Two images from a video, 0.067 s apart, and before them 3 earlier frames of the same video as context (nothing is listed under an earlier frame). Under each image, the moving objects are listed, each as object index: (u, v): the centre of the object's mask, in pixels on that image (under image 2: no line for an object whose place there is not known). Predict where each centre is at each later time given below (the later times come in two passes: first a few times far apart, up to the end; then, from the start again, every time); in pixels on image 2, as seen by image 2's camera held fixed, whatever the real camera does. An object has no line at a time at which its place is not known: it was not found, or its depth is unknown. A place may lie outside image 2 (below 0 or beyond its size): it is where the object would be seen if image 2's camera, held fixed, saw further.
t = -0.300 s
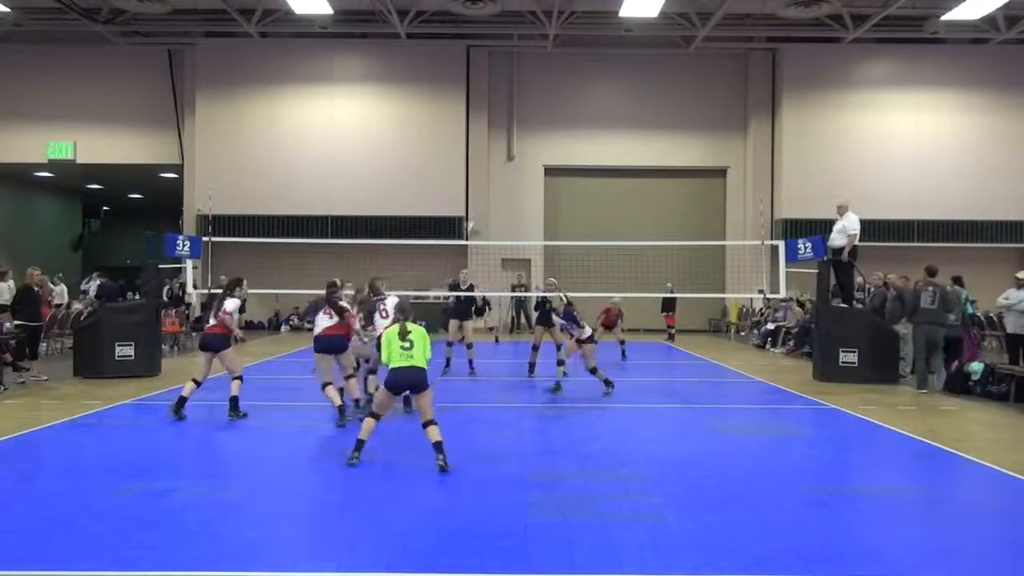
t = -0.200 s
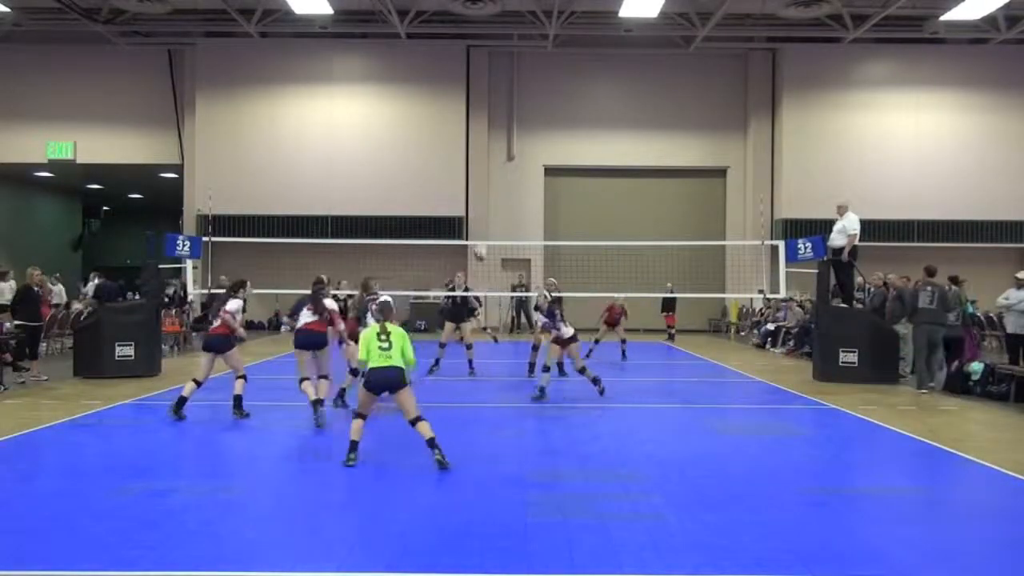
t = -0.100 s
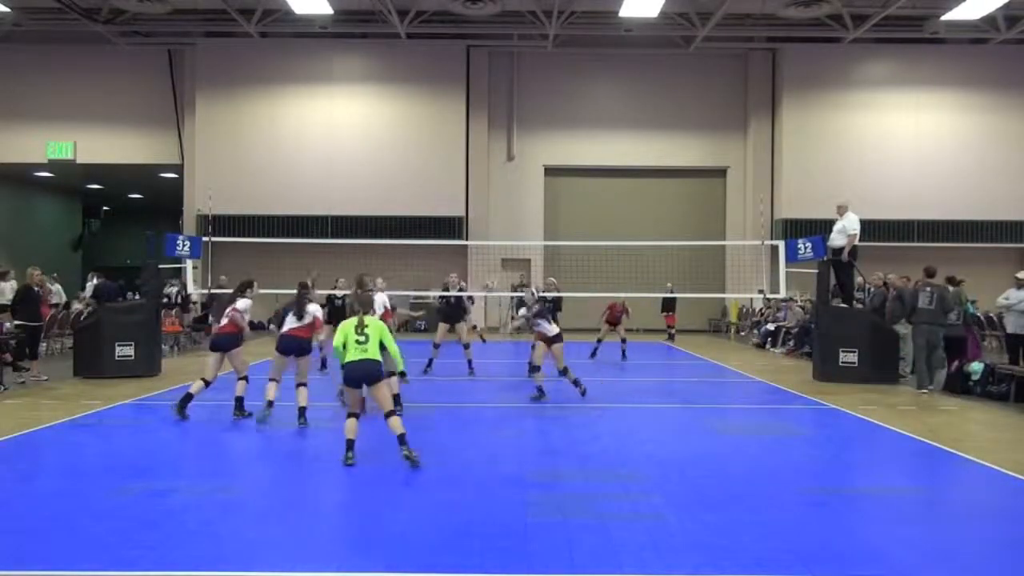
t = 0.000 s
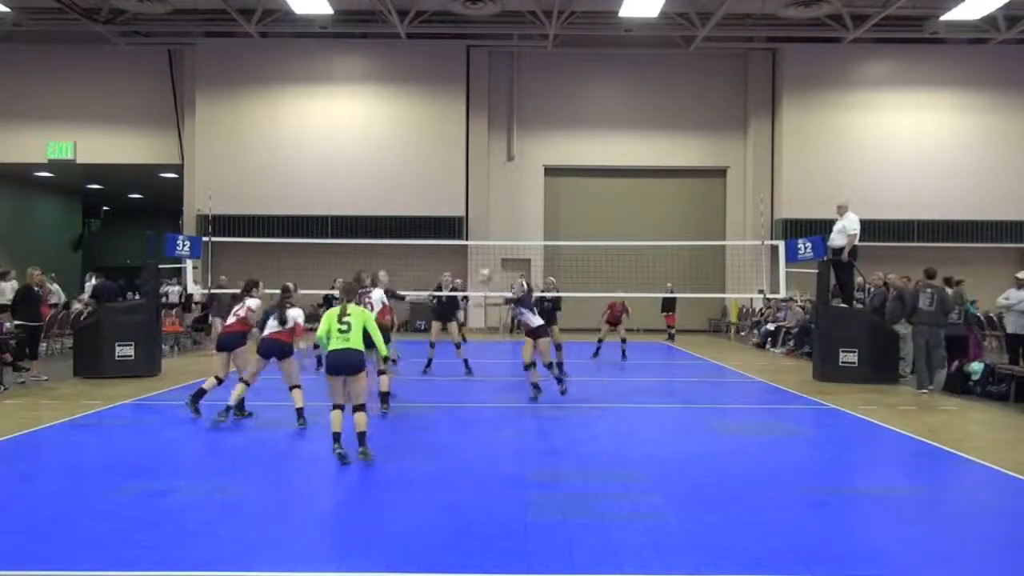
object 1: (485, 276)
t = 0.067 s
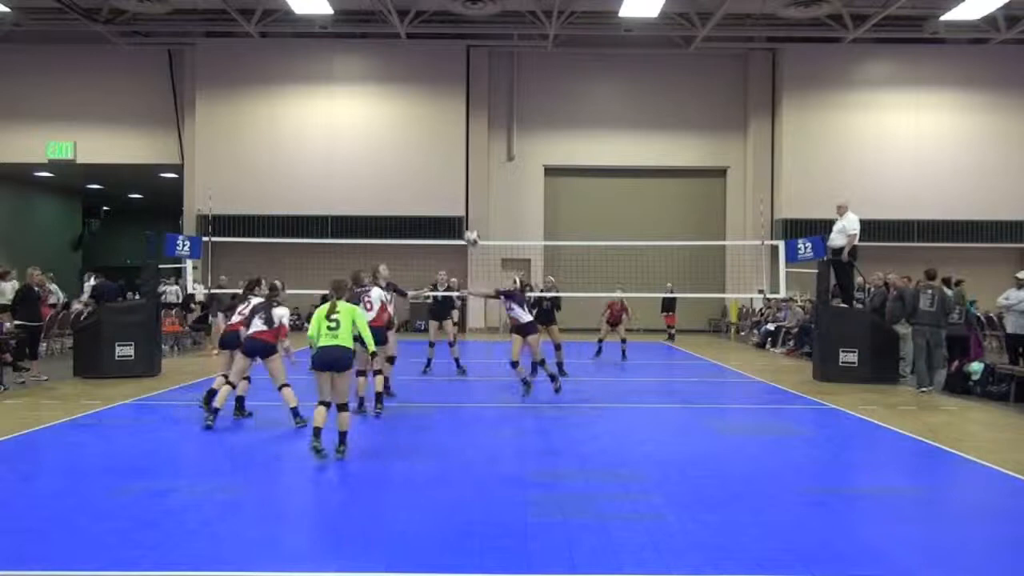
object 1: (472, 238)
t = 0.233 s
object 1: (442, 162)
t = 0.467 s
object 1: (402, 87)
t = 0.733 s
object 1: (358, 55)
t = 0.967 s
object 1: (321, 70)
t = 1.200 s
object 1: (287, 122)
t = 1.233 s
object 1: (281, 133)
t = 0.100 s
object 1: (466, 220)
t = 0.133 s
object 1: (458, 209)
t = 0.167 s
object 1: (454, 188)
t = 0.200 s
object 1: (447, 174)
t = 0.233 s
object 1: (442, 162)
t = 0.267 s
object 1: (437, 147)
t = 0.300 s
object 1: (431, 135)
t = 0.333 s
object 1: (425, 124)
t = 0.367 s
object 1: (419, 112)
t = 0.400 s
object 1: (412, 107)
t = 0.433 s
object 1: (407, 95)
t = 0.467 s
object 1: (402, 87)
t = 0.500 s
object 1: (396, 80)
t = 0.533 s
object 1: (390, 74)
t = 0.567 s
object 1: (385, 68)
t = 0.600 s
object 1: (378, 65)
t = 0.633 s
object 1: (374, 62)
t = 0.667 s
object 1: (368, 58)
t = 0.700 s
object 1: (364, 56)
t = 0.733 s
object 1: (358, 55)
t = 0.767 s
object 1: (353, 54)
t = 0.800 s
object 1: (346, 54)
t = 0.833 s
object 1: (341, 56)
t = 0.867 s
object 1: (336, 58)
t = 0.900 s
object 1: (331, 61)
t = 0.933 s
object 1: (326, 67)
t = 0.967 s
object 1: (321, 70)
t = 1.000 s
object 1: (316, 74)
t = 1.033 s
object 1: (312, 81)
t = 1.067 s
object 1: (306, 87)
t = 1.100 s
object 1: (301, 96)
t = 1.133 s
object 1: (296, 103)
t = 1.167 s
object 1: (291, 112)
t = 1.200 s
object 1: (287, 122)
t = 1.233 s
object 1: (281, 133)
